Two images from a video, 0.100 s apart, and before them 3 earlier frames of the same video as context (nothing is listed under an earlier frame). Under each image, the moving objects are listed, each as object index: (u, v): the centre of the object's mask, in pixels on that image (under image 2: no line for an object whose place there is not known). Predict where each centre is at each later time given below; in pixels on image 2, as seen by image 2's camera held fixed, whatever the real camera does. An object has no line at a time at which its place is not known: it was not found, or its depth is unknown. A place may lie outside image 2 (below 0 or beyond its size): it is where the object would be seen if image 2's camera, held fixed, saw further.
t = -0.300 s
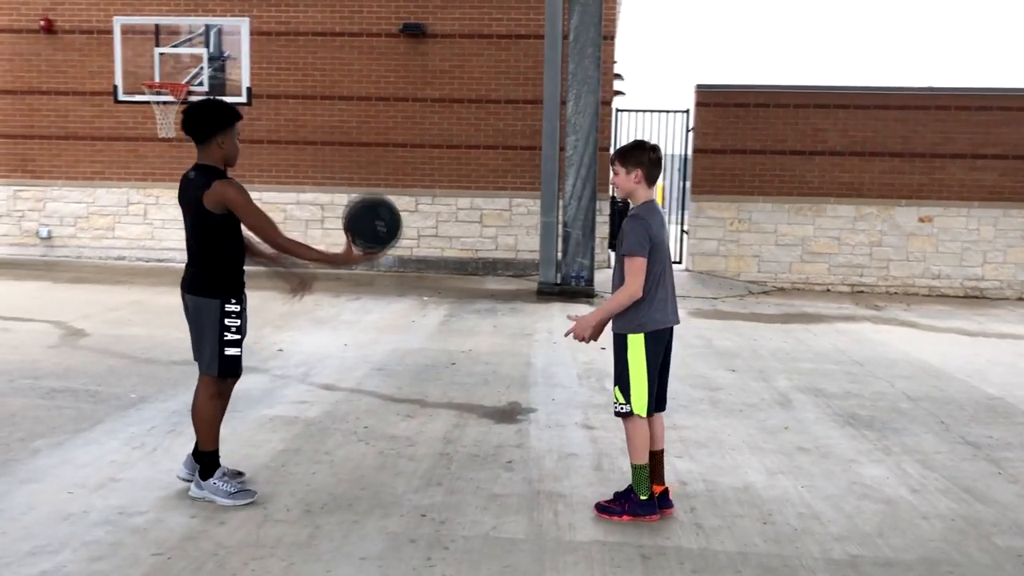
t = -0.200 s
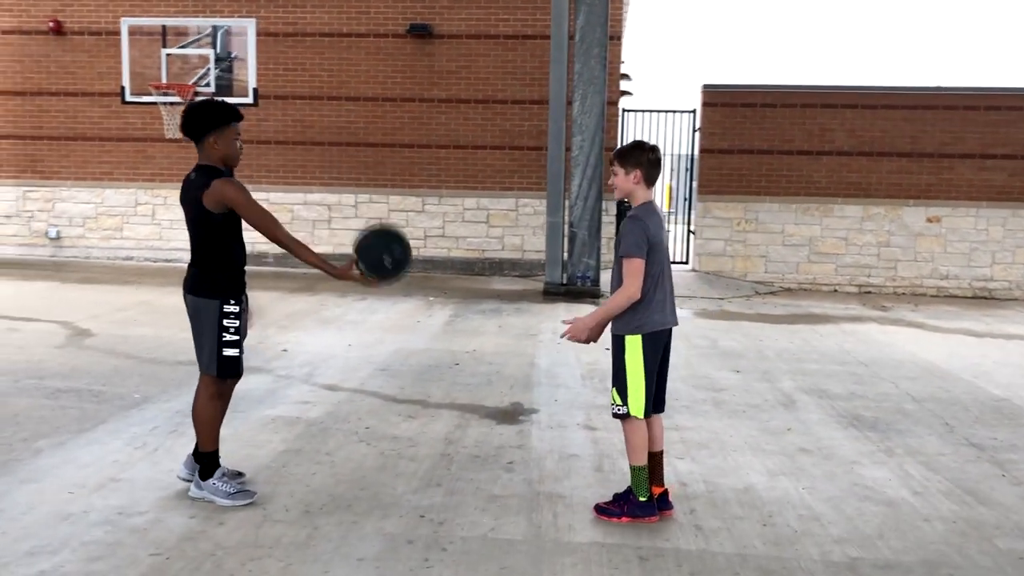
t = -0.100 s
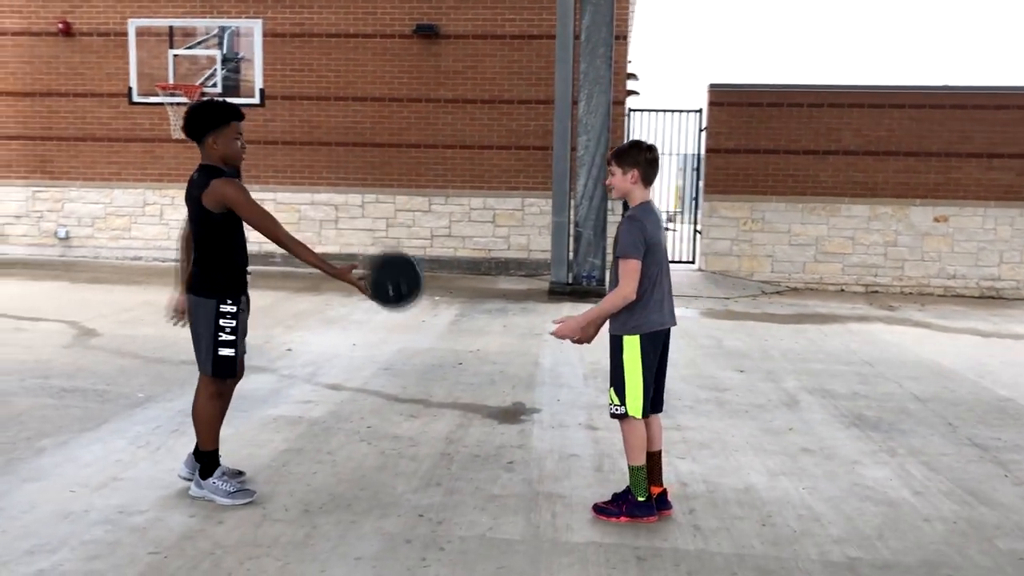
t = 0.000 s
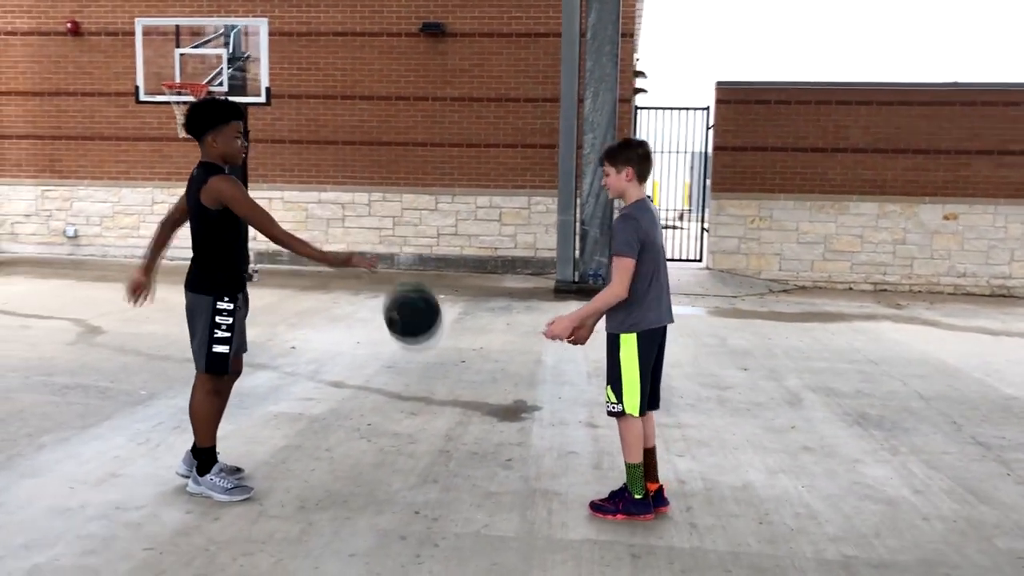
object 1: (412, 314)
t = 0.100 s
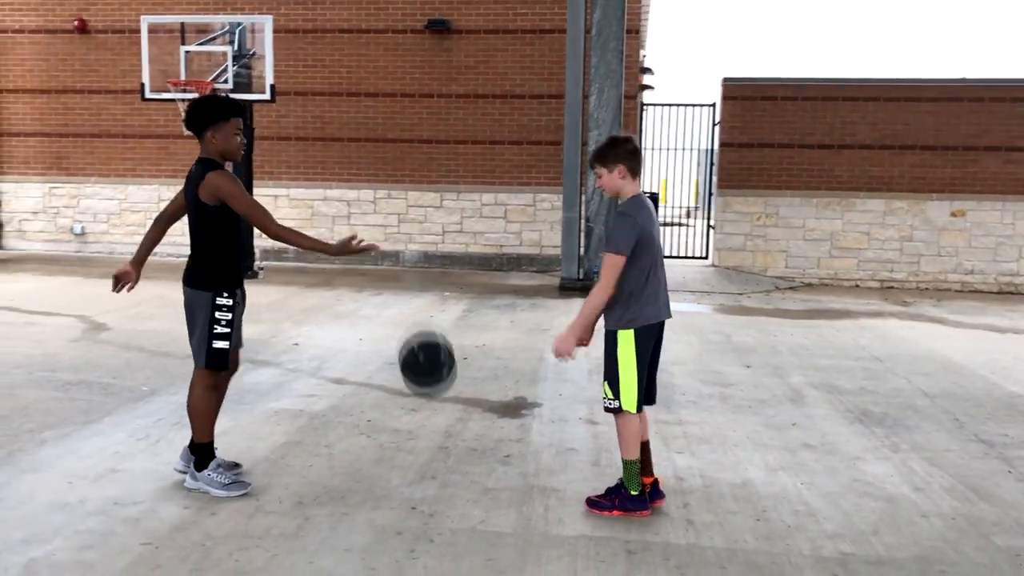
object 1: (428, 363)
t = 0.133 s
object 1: (432, 387)
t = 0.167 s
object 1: (439, 413)
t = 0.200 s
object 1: (442, 436)
